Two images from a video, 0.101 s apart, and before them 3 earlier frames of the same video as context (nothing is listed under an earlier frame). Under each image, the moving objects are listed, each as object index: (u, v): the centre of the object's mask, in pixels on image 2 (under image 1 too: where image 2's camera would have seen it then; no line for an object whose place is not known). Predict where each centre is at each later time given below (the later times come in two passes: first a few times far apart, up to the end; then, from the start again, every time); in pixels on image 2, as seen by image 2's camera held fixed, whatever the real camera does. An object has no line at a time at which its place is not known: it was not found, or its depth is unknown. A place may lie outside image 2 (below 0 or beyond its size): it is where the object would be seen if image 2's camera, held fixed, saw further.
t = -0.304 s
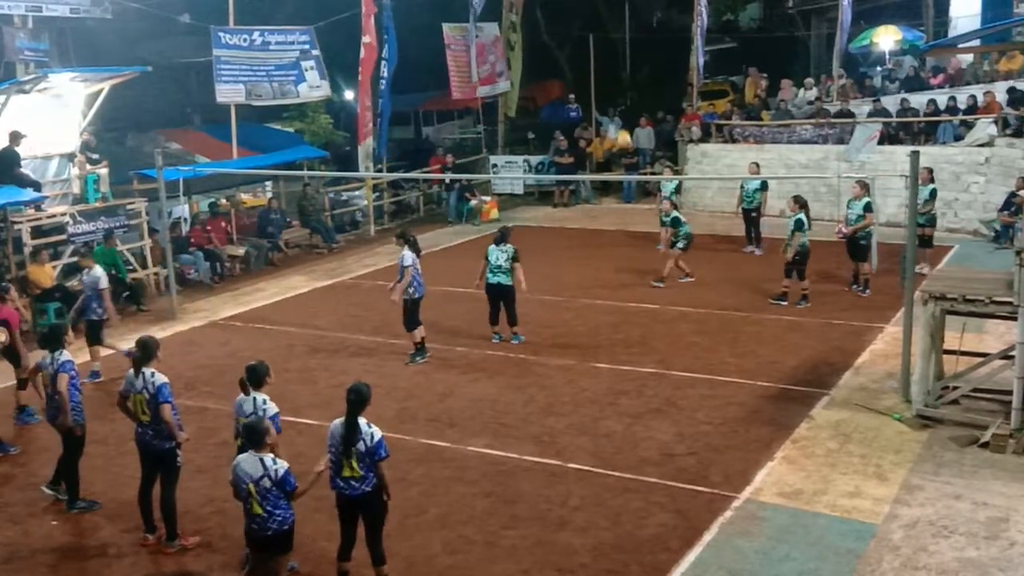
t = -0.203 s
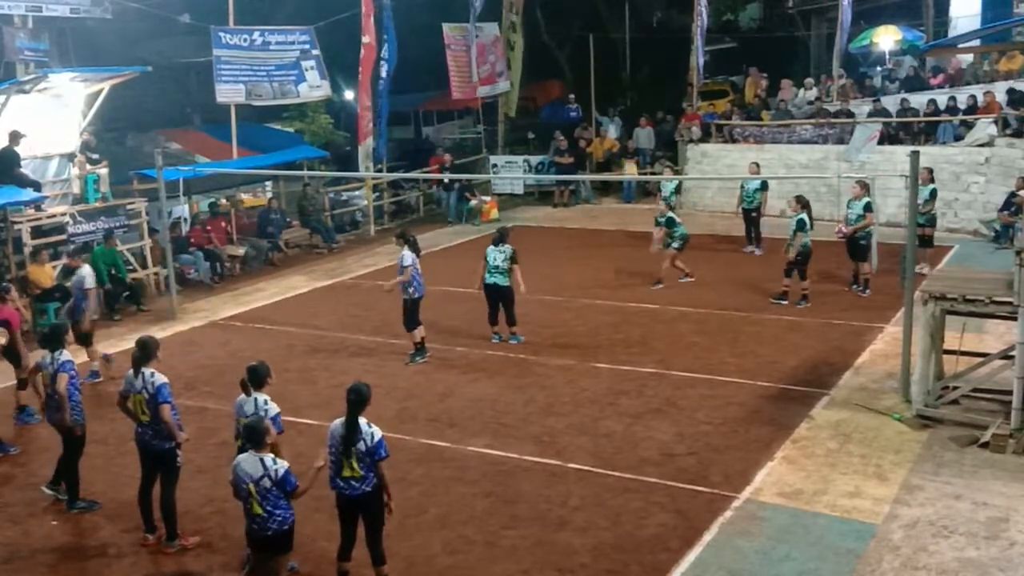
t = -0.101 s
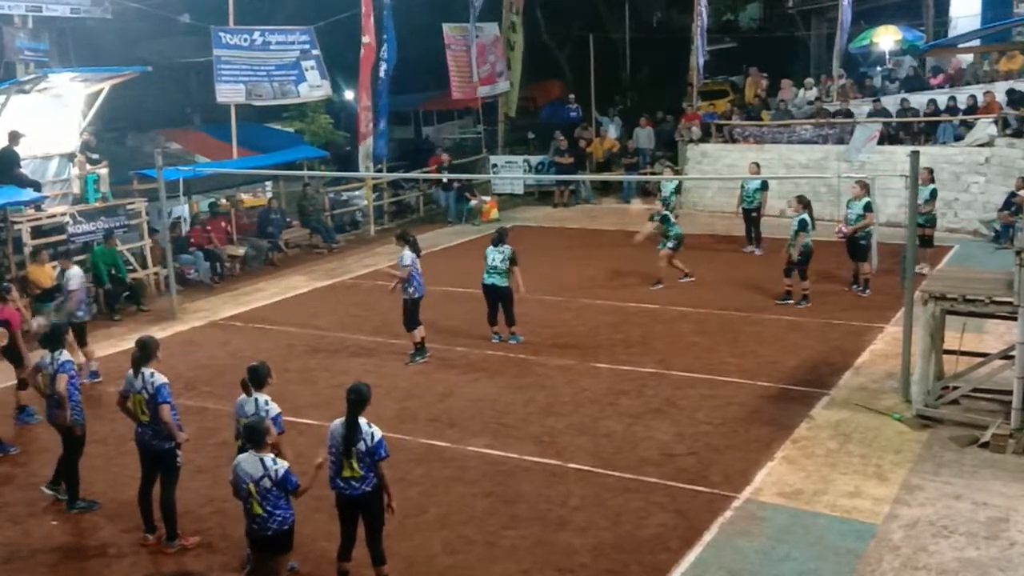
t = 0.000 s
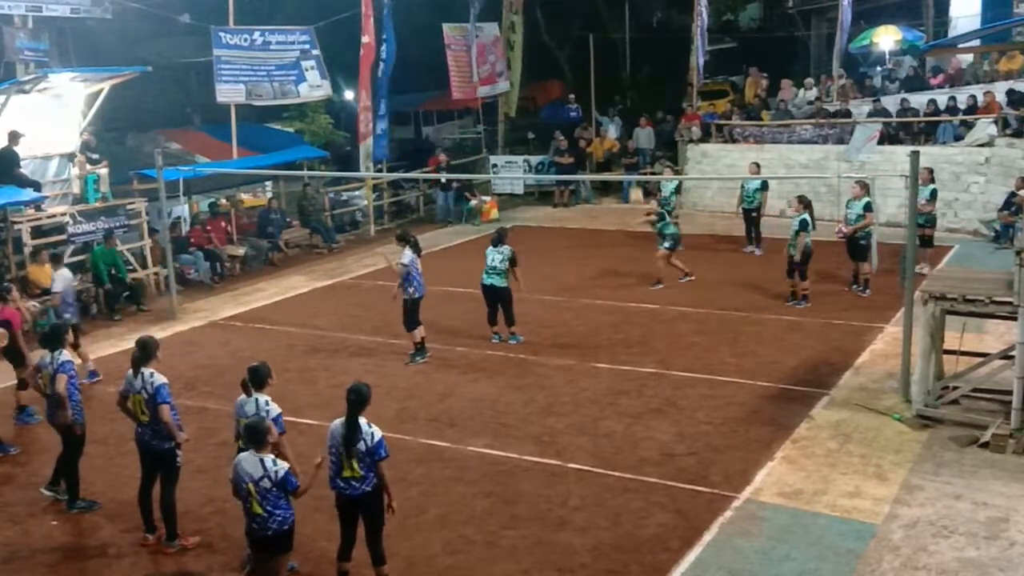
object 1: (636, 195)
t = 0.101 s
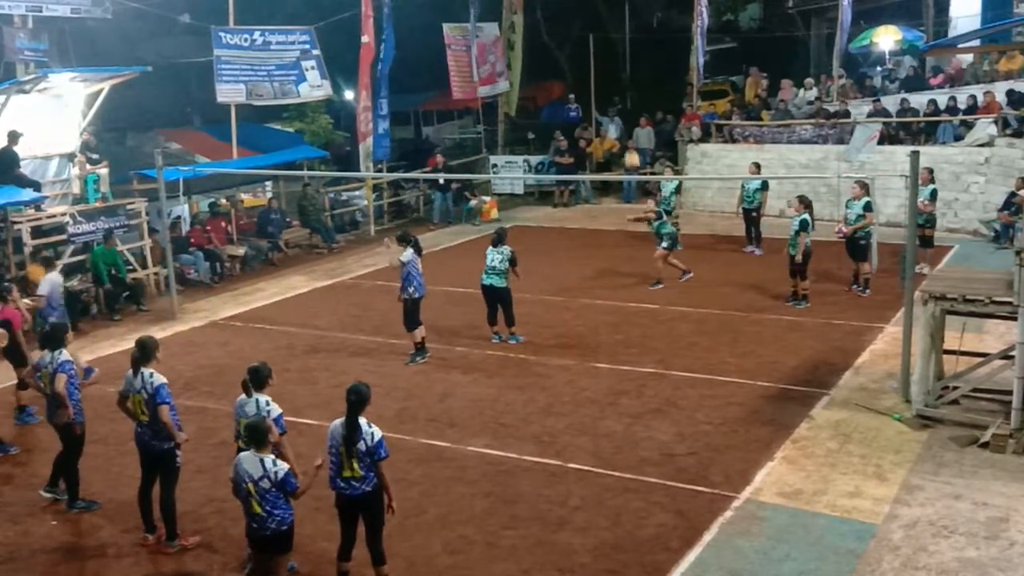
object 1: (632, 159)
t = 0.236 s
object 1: (626, 119)
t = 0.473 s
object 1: (617, 78)
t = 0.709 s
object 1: (611, 76)
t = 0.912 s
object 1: (606, 106)
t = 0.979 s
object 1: (604, 122)
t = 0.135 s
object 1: (630, 149)
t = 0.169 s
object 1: (628, 138)
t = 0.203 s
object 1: (627, 129)
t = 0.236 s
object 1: (626, 119)
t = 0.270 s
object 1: (624, 111)
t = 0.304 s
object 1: (623, 104)
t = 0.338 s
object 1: (622, 97)
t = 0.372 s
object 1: (621, 92)
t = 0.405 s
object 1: (619, 86)
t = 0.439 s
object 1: (618, 81)
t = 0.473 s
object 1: (617, 78)
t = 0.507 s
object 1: (617, 75)
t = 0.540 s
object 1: (615, 73)
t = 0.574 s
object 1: (614, 72)
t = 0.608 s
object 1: (614, 72)
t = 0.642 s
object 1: (613, 72)
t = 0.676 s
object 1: (612, 73)
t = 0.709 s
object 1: (611, 76)
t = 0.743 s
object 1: (610, 78)
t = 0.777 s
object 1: (609, 82)
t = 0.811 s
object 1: (608, 87)
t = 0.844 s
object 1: (607, 93)
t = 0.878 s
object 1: (606, 100)
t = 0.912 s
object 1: (606, 106)
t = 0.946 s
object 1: (605, 113)
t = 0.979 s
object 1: (604, 122)
